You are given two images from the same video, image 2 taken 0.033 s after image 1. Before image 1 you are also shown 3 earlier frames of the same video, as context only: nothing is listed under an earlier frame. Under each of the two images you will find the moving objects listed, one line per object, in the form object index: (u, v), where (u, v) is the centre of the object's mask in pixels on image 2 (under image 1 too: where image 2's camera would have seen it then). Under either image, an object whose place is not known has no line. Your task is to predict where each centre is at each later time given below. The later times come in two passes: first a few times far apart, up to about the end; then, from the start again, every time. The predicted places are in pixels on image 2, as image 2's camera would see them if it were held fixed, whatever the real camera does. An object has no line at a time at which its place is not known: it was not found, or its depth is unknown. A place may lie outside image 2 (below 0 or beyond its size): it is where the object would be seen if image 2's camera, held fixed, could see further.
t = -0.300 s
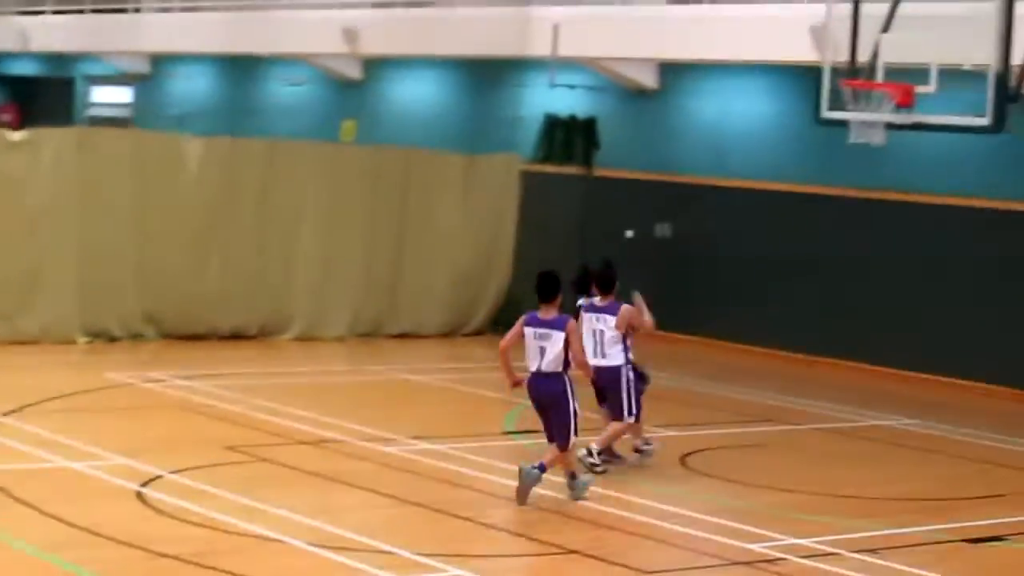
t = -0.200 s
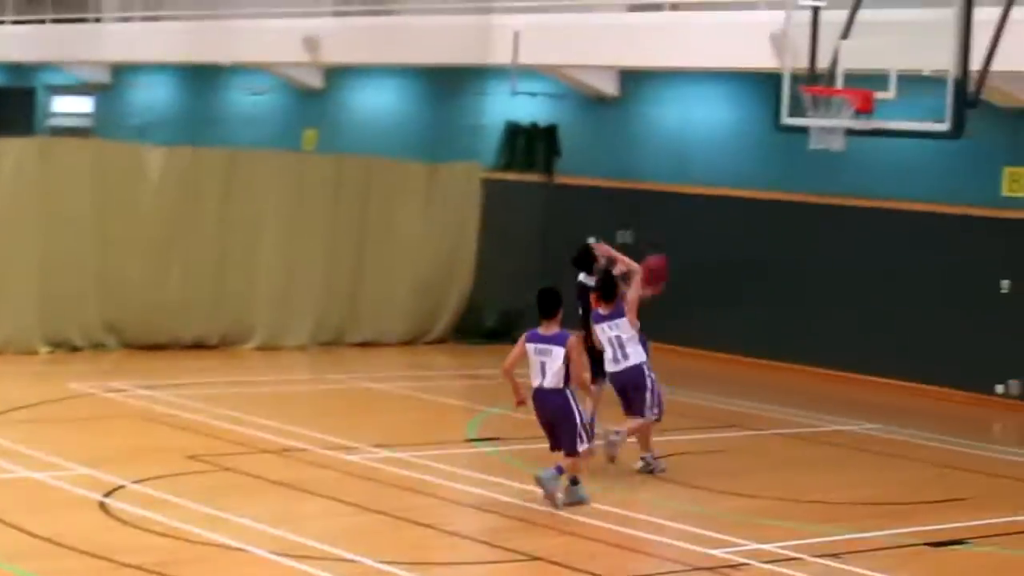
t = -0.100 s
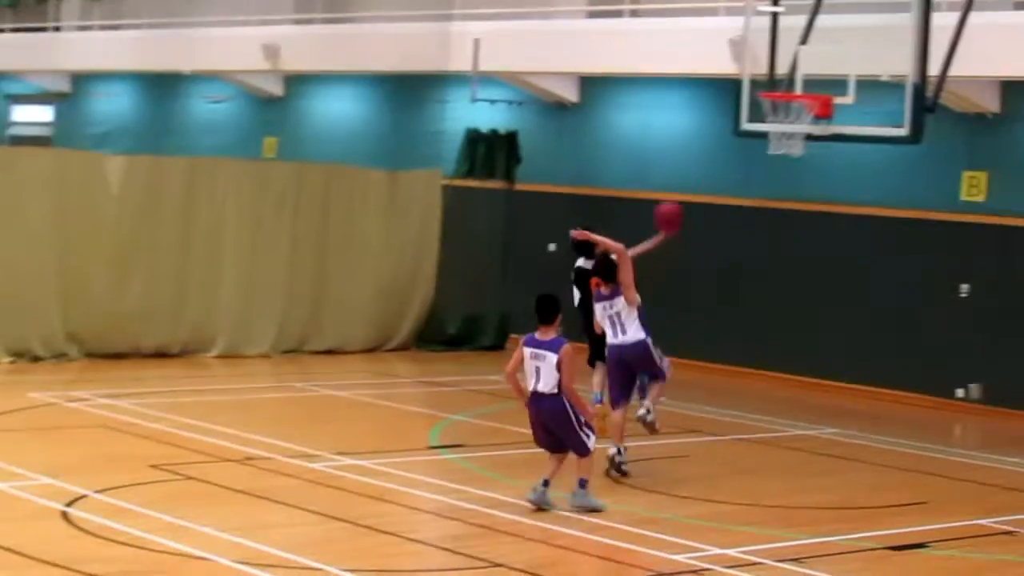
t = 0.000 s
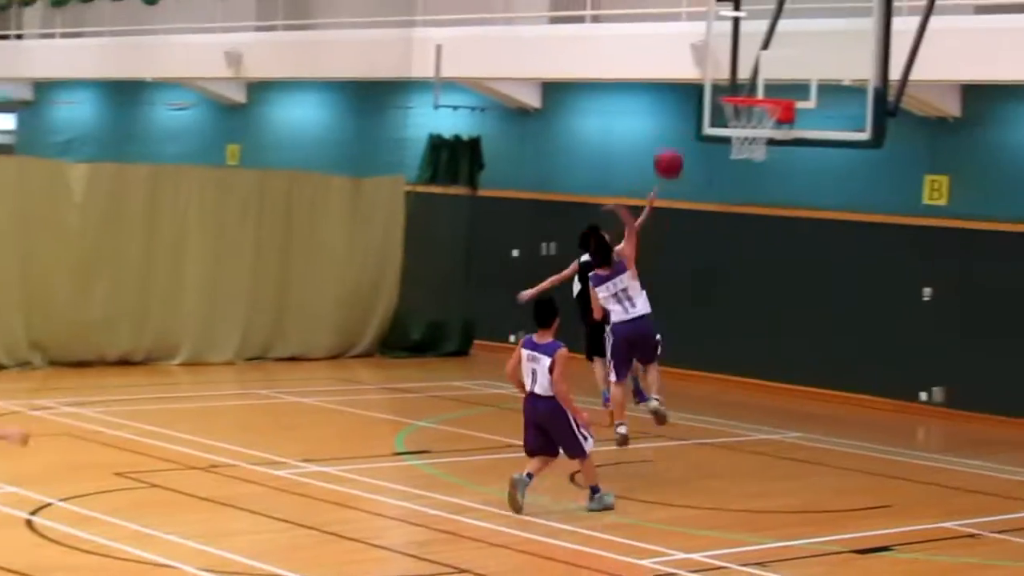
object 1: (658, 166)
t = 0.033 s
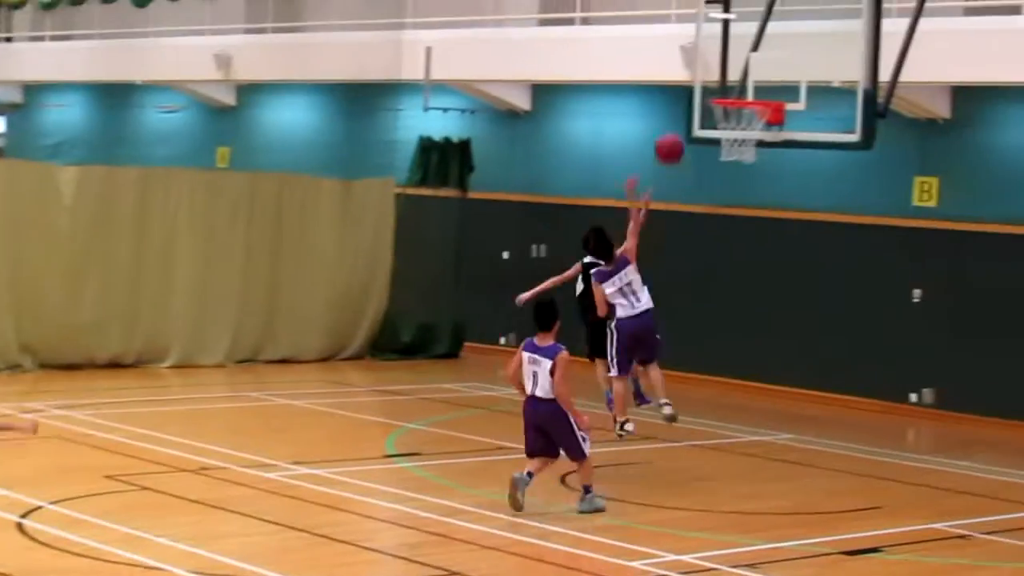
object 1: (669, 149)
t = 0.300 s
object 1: (745, 64)
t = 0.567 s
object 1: (726, 69)
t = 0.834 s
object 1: (701, 167)
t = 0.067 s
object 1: (680, 133)
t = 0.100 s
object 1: (691, 120)
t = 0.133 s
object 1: (701, 107)
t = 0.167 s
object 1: (712, 93)
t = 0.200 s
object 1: (723, 85)
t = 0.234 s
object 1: (734, 77)
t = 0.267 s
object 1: (745, 69)
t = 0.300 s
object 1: (745, 64)
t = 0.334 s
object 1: (742, 60)
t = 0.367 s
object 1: (741, 57)
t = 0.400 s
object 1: (739, 56)
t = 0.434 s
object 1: (737, 55)
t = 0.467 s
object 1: (734, 57)
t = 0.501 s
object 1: (731, 59)
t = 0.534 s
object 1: (729, 63)
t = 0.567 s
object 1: (726, 69)
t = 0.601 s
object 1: (723, 76)
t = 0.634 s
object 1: (721, 84)
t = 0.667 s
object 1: (717, 95)
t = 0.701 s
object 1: (715, 105)
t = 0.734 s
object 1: (712, 119)
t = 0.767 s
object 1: (708, 134)
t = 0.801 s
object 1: (705, 150)
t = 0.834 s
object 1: (701, 167)
